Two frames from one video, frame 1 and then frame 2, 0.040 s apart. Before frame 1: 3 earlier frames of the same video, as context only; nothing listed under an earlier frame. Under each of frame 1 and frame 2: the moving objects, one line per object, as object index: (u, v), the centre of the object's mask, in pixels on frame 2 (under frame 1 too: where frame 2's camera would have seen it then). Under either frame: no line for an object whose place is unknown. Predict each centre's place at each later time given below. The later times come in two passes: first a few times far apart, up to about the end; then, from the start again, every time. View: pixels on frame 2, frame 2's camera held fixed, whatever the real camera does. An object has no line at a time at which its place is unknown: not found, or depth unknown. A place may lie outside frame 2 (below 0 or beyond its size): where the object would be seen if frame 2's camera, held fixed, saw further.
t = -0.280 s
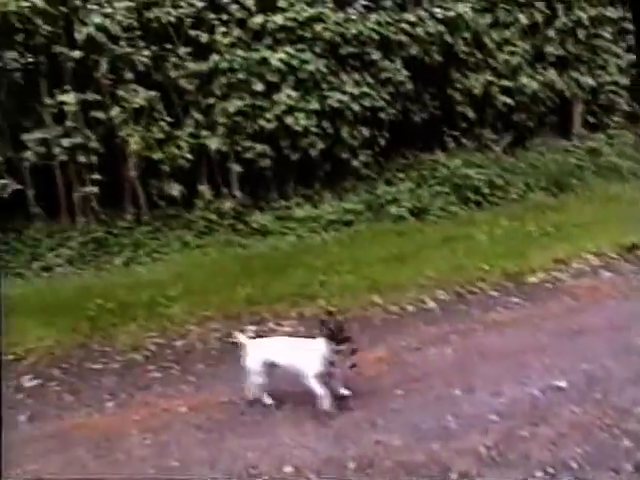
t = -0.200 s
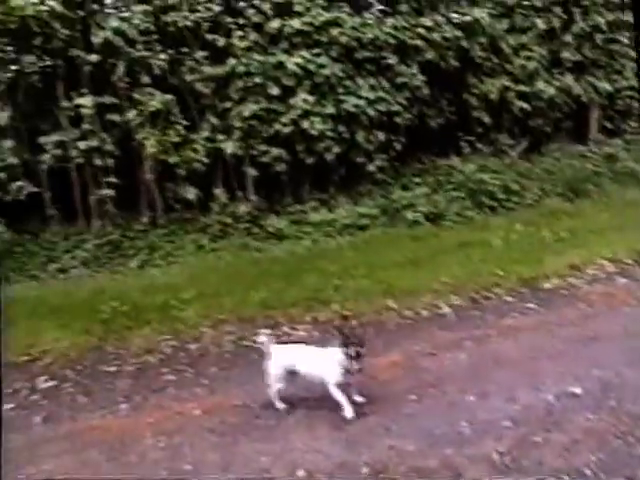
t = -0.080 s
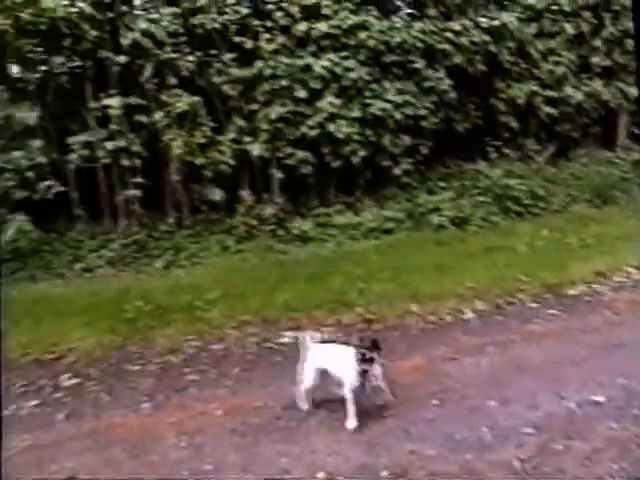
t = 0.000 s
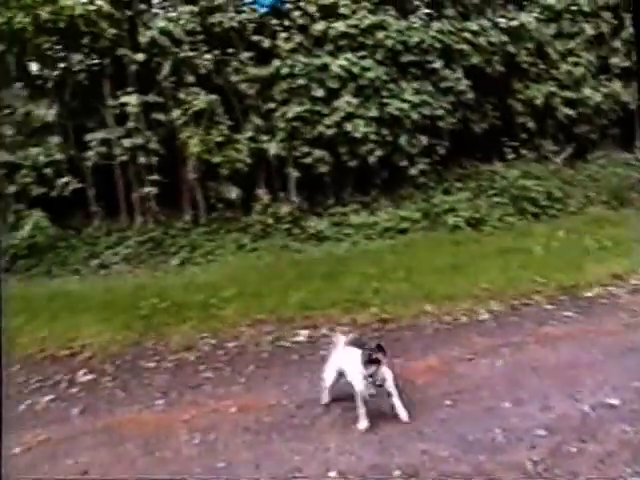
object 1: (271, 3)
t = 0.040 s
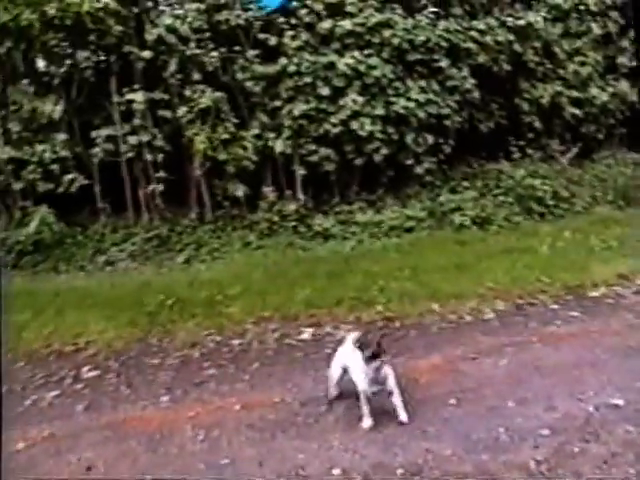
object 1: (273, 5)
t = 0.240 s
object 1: (283, 17)
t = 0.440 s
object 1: (291, 39)
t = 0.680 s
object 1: (295, 92)
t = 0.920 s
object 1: (292, 145)
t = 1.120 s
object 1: (288, 186)
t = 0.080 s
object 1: (270, 8)
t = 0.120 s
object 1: (278, 10)
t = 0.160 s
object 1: (280, 12)
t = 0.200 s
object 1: (281, 14)
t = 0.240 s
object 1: (283, 17)
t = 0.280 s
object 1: (285, 18)
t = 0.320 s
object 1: (287, 20)
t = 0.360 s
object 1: (288, 22)
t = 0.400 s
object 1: (290, 30)
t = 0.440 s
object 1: (291, 39)
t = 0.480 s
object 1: (292, 47)
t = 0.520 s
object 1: (293, 56)
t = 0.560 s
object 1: (294, 65)
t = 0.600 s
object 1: (295, 73)
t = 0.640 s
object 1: (296, 83)
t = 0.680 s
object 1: (295, 92)
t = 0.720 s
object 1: (296, 102)
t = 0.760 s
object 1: (295, 111)
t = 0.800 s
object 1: (295, 119)
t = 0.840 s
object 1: (294, 128)
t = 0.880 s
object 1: (294, 136)
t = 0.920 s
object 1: (292, 145)
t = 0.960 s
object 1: (292, 153)
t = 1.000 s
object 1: (291, 161)
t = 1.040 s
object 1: (289, 172)
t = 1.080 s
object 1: (288, 181)
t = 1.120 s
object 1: (288, 186)
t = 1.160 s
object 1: (286, 195)
